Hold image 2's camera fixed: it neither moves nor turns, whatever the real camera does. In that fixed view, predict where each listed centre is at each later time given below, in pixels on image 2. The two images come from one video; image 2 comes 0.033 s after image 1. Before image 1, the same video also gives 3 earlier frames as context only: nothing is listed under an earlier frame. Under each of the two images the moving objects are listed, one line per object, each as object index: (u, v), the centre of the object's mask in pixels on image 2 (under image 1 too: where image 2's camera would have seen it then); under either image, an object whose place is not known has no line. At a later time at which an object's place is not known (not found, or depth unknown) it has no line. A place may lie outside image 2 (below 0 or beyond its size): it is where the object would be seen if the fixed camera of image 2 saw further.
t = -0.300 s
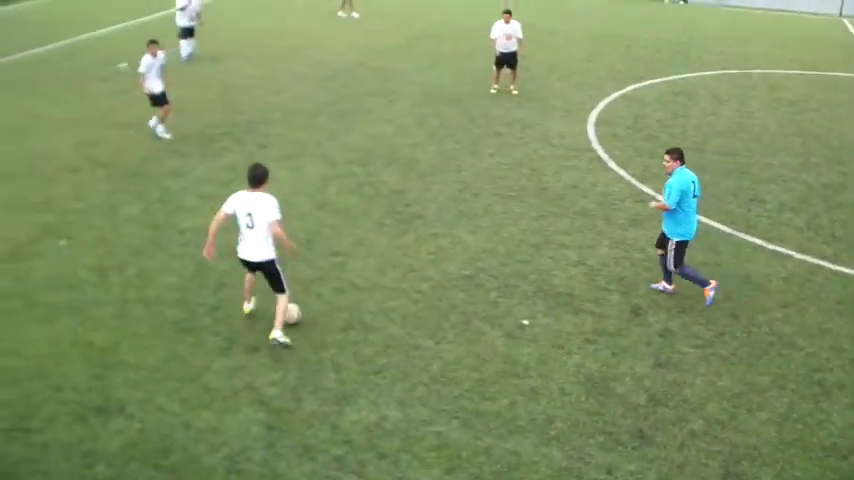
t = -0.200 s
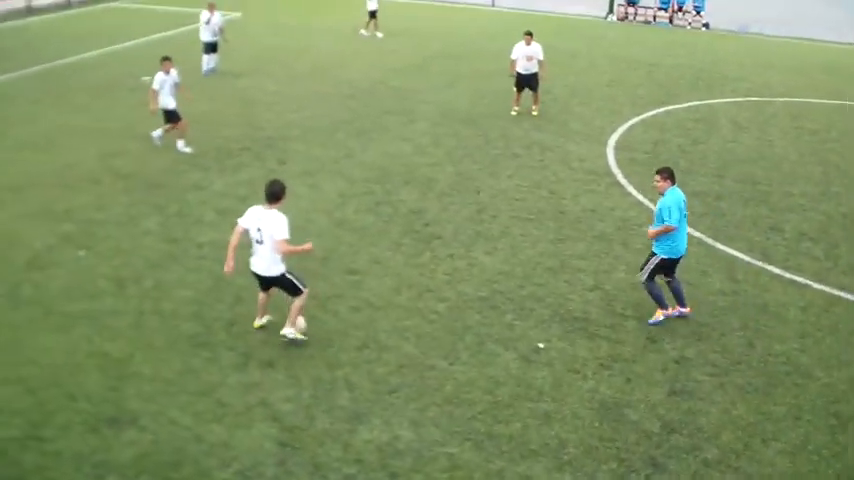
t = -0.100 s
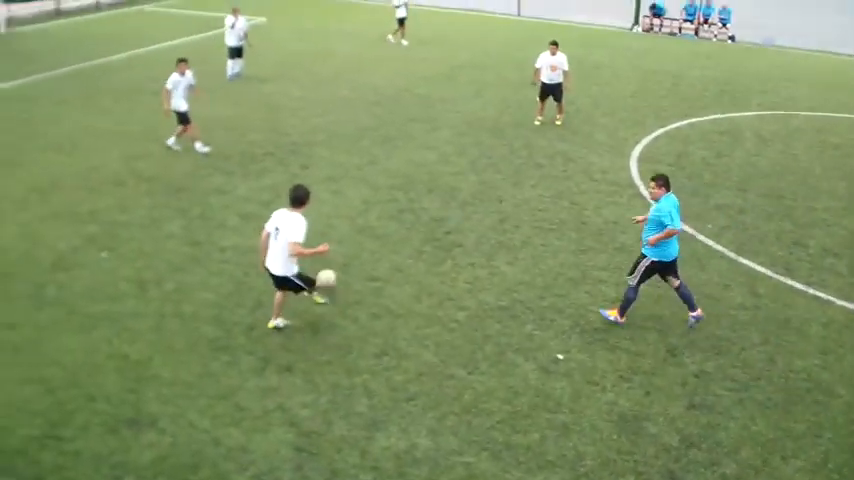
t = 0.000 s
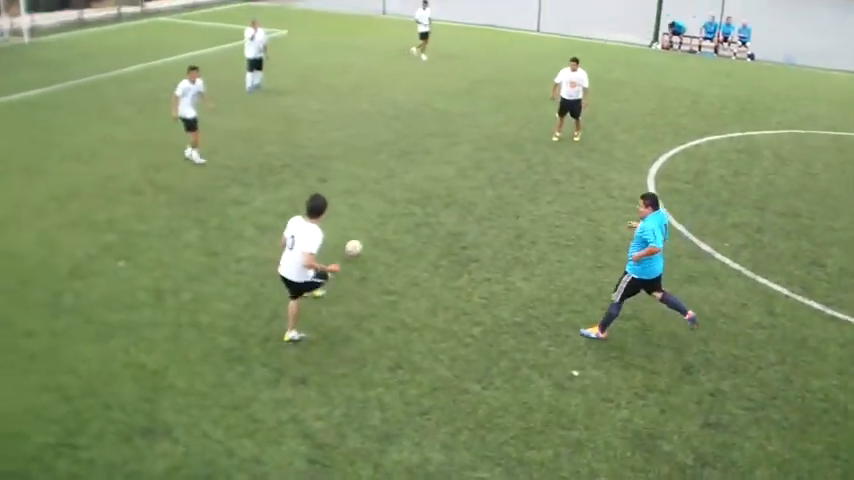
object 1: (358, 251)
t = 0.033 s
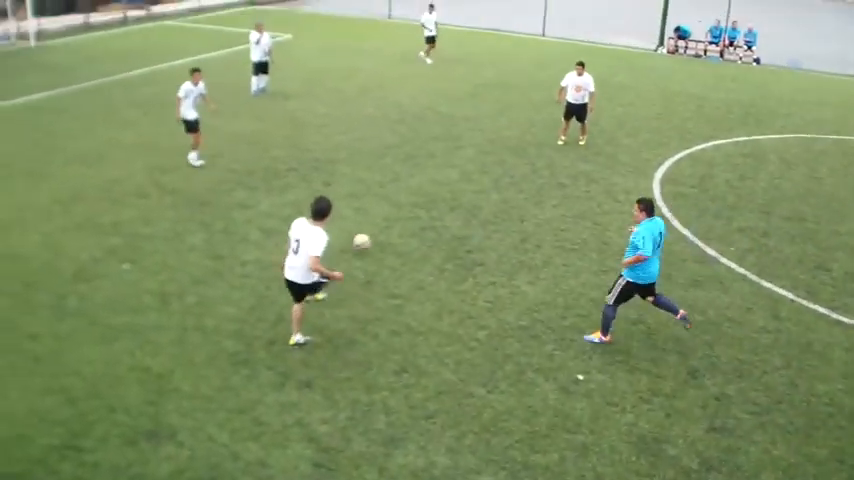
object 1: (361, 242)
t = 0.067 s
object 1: (364, 233)
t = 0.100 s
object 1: (367, 223)
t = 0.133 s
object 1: (370, 212)
